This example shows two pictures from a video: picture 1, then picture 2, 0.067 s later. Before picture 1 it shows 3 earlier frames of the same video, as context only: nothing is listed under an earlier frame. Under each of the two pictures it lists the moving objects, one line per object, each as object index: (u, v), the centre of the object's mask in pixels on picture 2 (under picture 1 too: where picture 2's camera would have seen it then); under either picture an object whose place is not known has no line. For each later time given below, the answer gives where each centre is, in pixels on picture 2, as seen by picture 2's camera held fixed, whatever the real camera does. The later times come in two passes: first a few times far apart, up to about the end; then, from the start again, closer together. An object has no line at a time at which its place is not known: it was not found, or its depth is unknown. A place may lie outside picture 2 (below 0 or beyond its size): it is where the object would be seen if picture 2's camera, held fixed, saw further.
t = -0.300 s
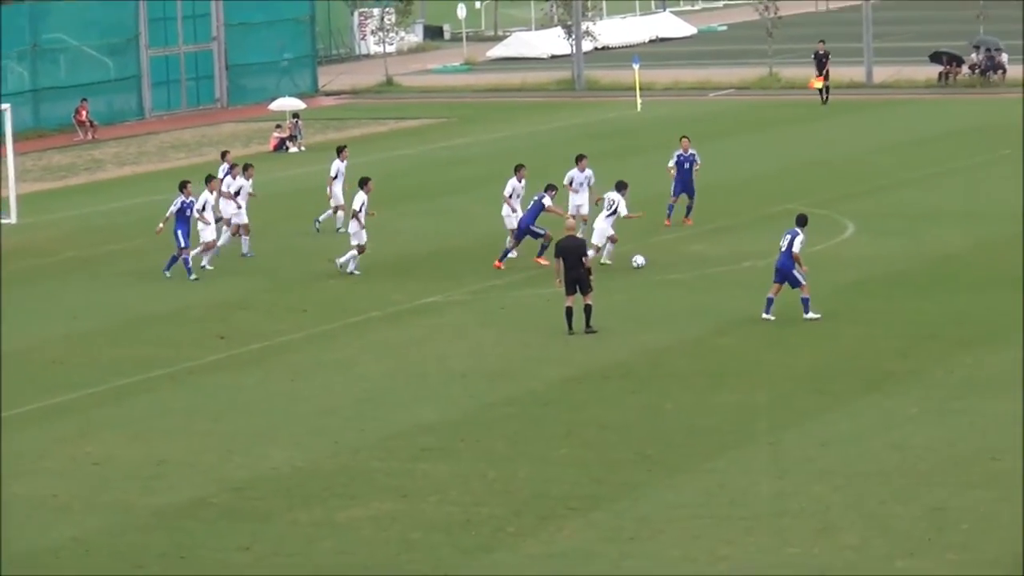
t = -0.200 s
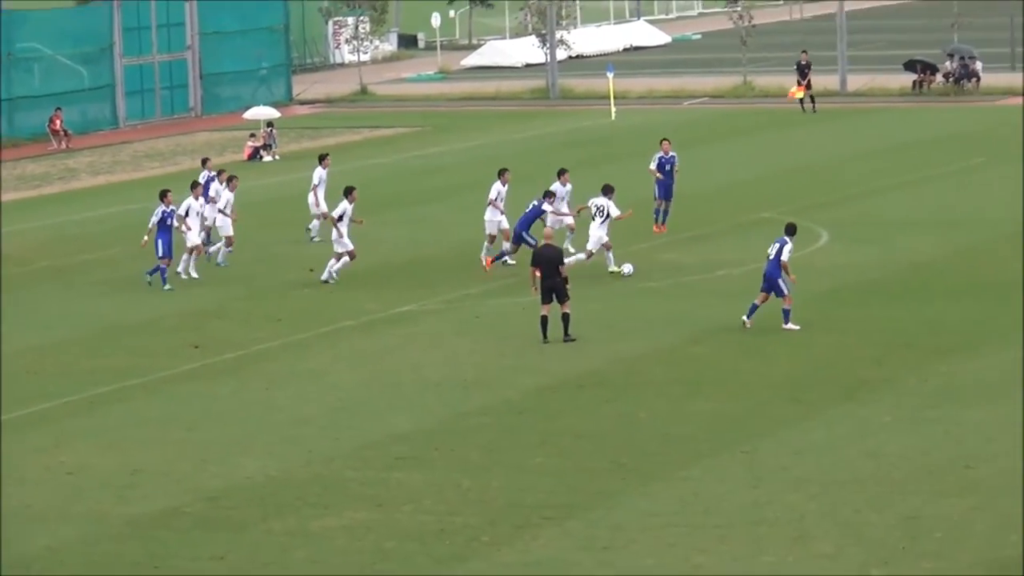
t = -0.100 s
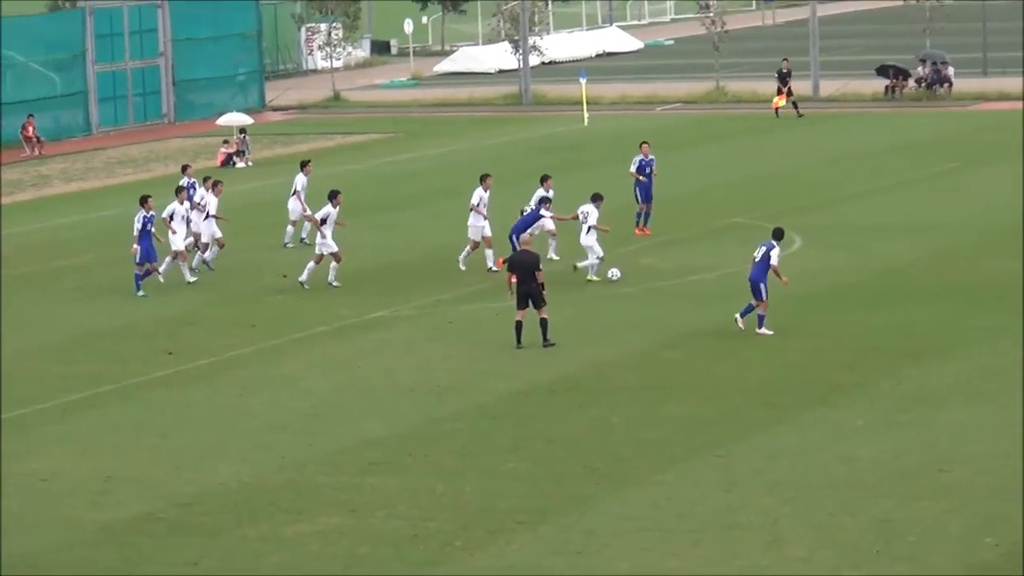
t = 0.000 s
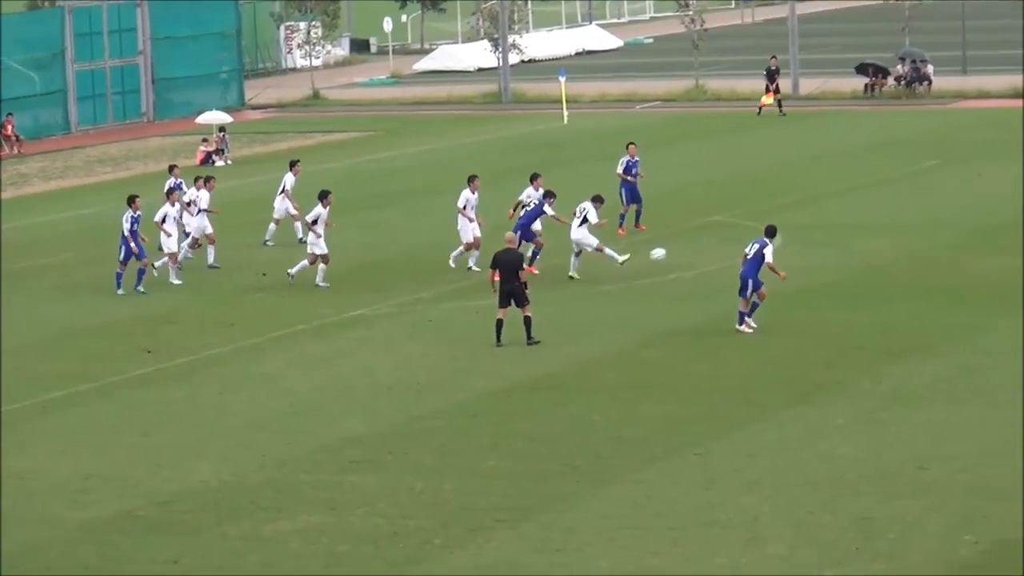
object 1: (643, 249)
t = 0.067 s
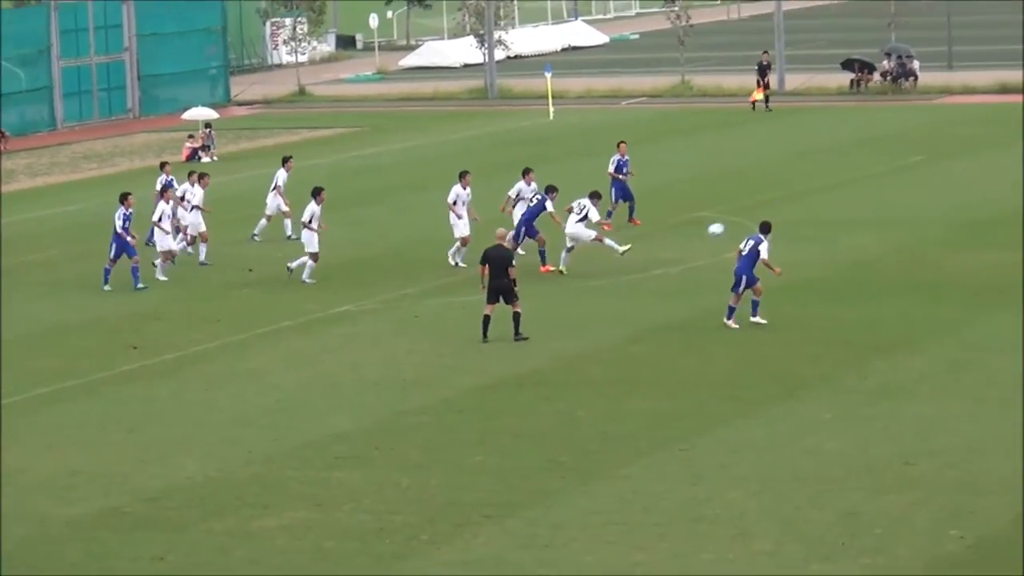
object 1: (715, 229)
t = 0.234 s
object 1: (889, 189)
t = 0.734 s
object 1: (1408, 166)
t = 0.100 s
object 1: (751, 219)
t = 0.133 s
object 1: (786, 210)
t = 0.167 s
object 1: (821, 203)
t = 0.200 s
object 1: (855, 196)
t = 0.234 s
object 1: (889, 189)
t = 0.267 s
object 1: (922, 182)
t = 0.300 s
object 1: (956, 178)
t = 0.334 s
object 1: (990, 173)
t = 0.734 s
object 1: (1408, 166)
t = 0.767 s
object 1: (1443, 170)
